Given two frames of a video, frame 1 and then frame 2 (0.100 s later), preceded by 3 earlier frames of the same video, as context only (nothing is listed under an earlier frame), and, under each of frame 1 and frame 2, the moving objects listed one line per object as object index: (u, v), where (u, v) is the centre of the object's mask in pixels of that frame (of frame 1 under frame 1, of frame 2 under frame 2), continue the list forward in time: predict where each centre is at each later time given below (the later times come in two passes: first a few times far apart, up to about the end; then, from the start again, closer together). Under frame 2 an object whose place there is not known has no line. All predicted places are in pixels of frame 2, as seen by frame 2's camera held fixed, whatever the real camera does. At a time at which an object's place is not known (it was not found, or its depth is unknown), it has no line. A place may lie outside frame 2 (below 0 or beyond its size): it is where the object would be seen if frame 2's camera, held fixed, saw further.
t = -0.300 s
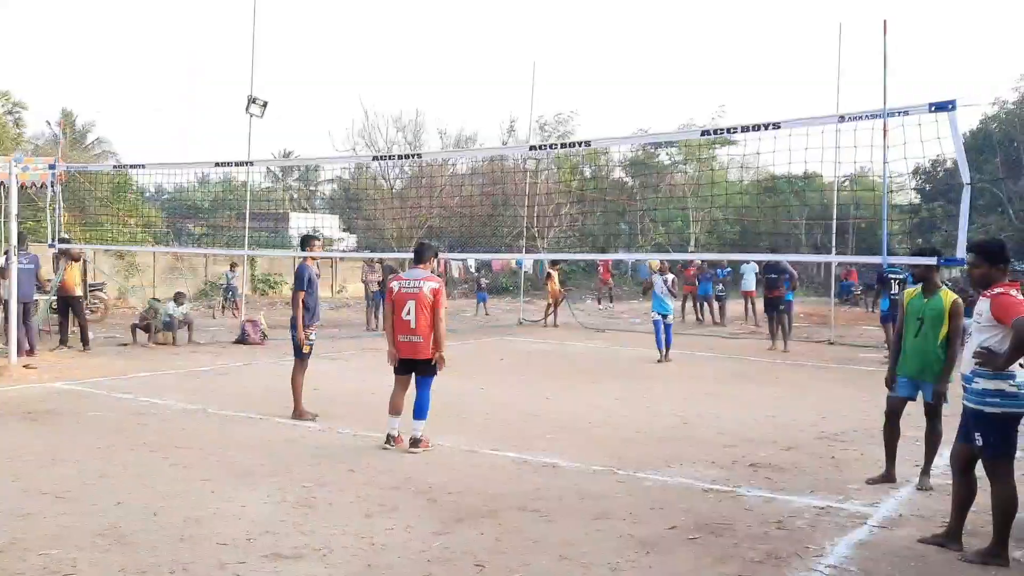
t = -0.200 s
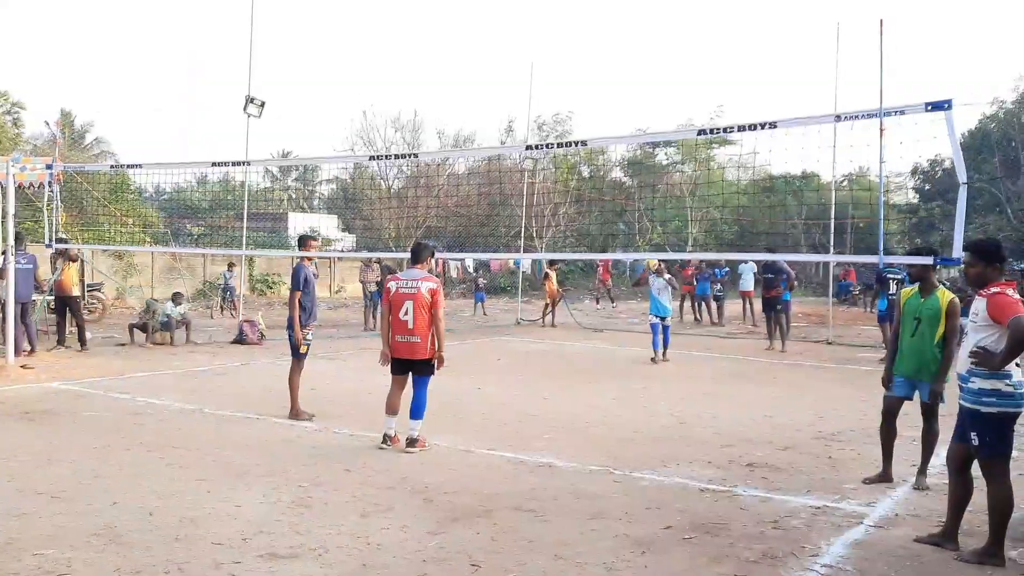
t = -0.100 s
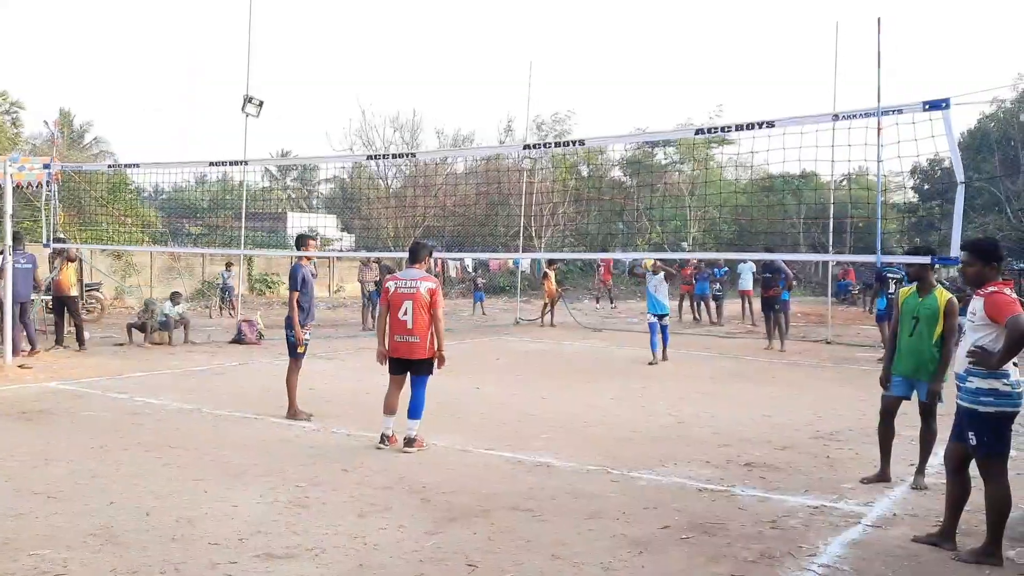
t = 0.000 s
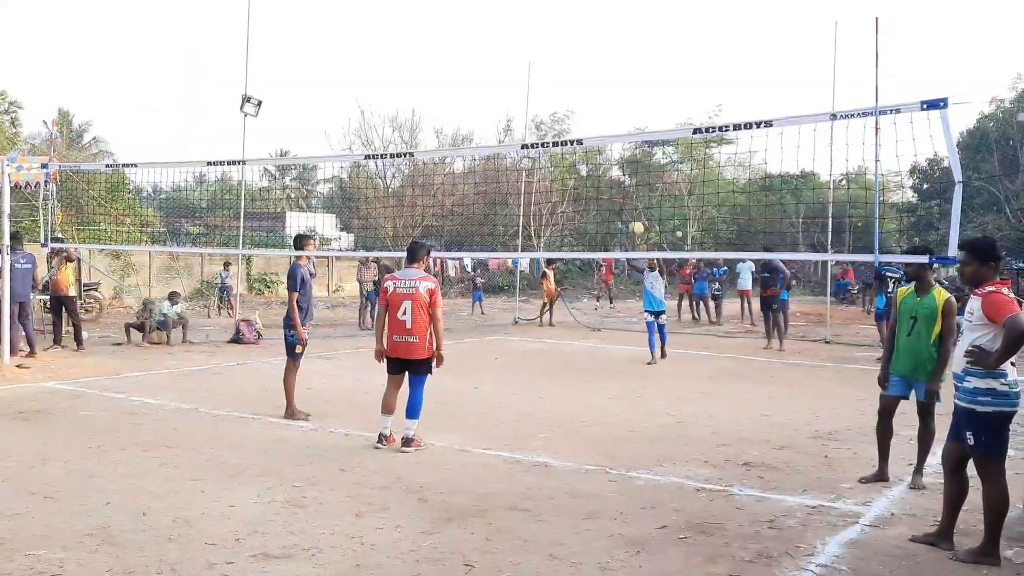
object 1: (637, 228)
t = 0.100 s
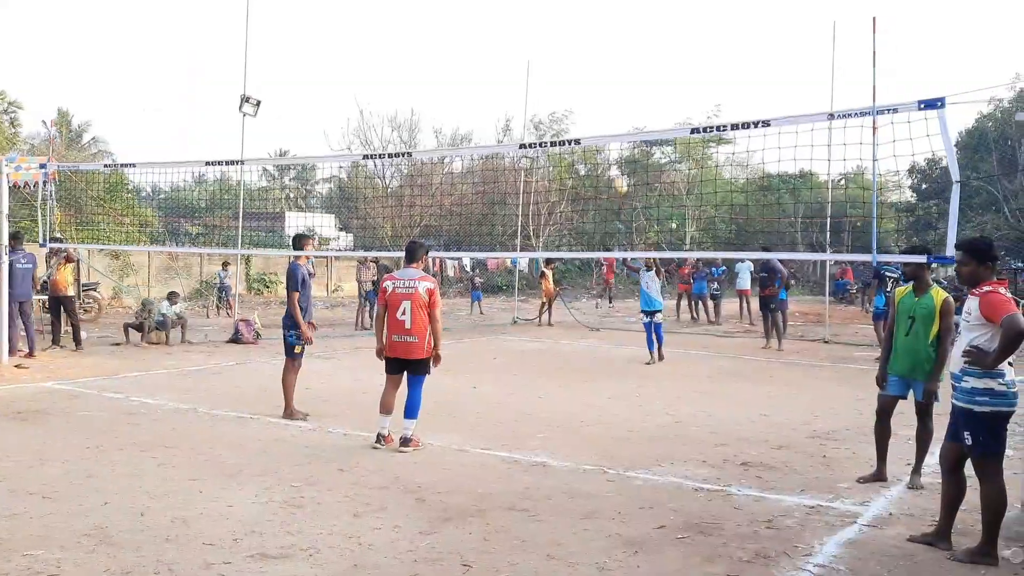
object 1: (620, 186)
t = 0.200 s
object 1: (602, 150)
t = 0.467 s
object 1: (555, 73)
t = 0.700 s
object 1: (507, 44)
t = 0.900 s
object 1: (463, 55)
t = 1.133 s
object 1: (404, 116)
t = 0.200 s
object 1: (602, 150)
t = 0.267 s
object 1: (591, 126)
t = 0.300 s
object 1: (585, 116)
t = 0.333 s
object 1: (580, 106)
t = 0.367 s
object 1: (573, 97)
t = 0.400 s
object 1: (567, 88)
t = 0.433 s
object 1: (561, 80)
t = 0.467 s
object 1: (555, 73)
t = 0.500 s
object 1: (549, 66)
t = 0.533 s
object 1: (542, 61)
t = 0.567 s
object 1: (535, 56)
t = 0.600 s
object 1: (528, 52)
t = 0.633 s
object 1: (522, 48)
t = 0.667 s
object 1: (515, 46)
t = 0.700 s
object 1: (507, 44)
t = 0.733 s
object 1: (500, 44)
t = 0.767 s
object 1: (493, 44)
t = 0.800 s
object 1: (485, 45)
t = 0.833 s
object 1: (478, 48)
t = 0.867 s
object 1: (470, 51)
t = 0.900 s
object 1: (463, 55)
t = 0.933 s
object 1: (455, 61)
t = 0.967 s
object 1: (447, 67)
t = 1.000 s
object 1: (438, 75)
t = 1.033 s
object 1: (430, 83)
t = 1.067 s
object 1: (422, 93)
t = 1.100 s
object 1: (413, 104)
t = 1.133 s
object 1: (404, 116)
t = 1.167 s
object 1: (396, 128)
